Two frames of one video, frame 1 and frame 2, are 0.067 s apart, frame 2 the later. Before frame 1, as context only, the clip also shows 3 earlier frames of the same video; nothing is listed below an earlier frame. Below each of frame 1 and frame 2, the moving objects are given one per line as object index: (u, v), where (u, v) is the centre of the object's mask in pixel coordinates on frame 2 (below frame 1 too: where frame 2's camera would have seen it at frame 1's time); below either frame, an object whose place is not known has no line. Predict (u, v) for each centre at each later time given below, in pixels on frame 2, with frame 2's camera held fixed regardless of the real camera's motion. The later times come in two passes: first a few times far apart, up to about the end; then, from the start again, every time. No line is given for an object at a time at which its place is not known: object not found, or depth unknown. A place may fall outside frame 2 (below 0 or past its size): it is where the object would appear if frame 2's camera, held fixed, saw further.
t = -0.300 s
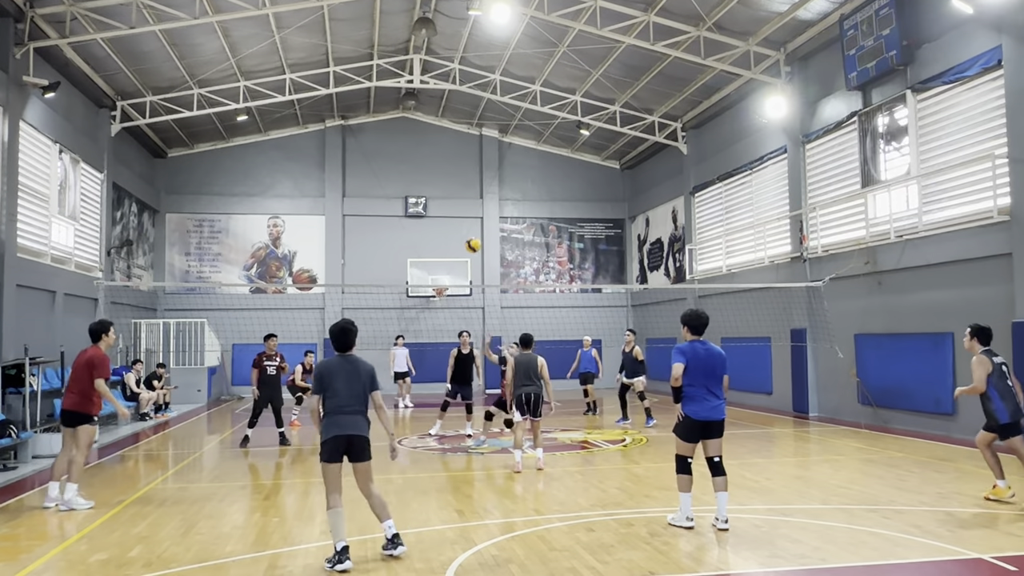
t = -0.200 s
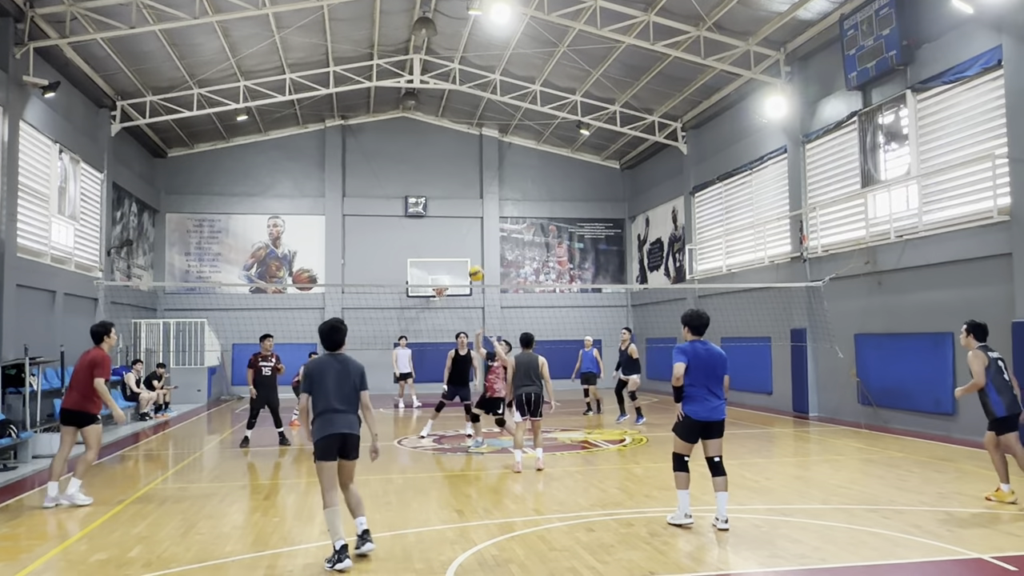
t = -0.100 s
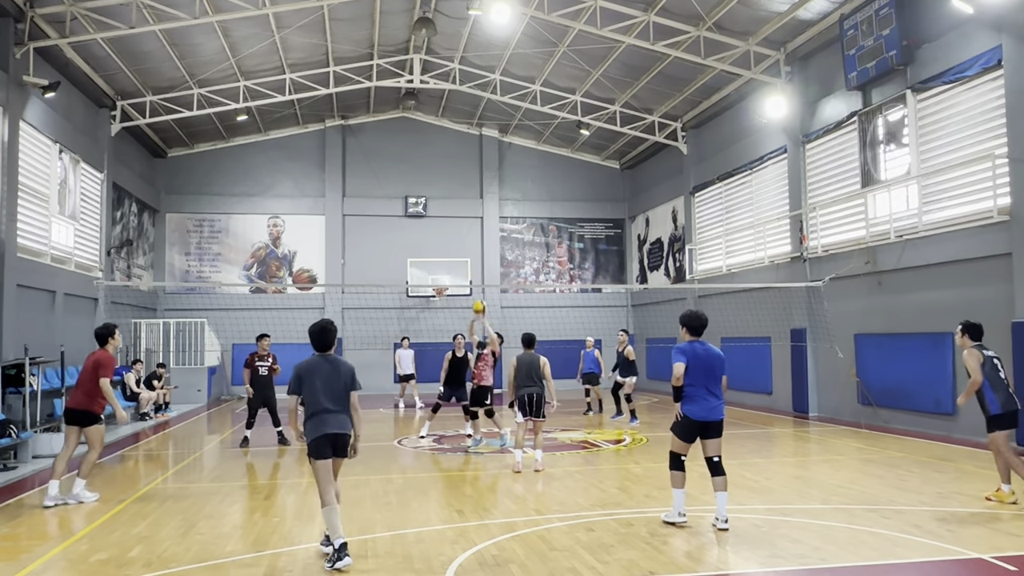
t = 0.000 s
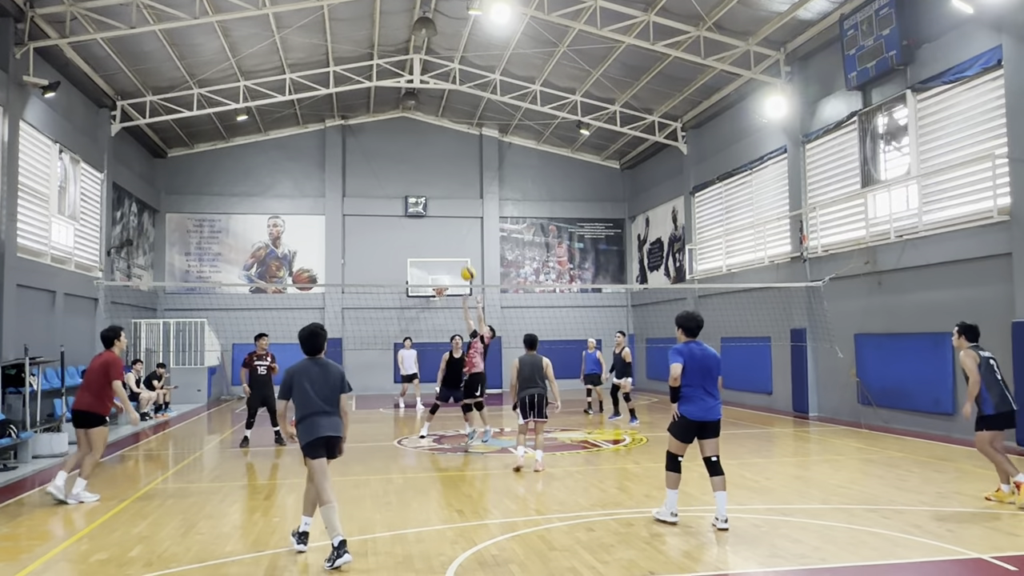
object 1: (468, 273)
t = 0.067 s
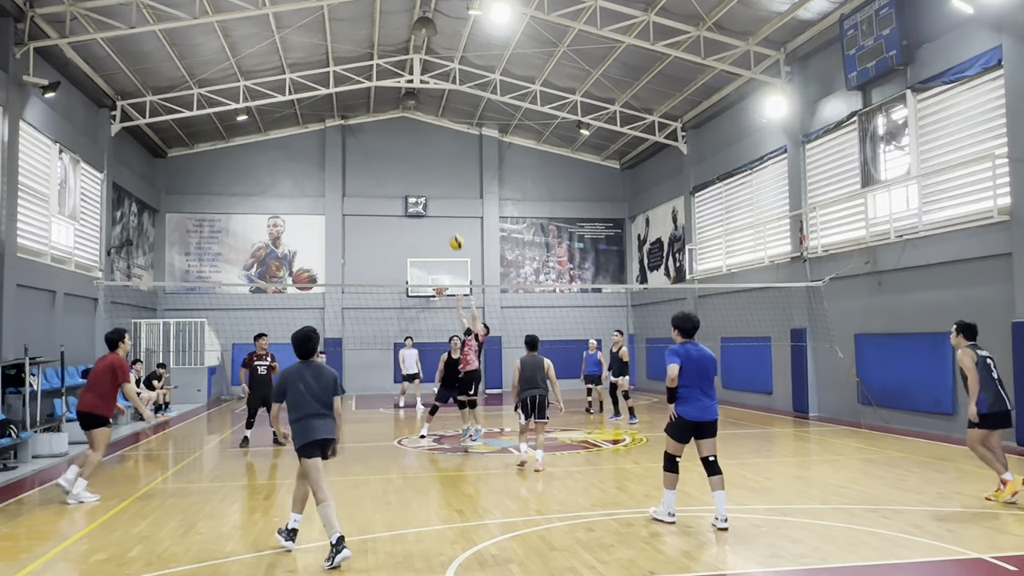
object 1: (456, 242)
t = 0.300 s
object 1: (418, 160)
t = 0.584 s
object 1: (372, 113)
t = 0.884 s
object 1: (324, 123)
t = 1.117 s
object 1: (287, 174)
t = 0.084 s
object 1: (453, 235)
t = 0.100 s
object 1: (450, 228)
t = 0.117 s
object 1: (448, 221)
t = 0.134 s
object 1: (446, 214)
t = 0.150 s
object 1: (443, 208)
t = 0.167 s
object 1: (440, 202)
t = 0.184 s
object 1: (437, 196)
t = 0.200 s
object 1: (434, 190)
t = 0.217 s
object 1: (431, 185)
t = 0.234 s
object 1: (429, 179)
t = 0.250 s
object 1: (426, 174)
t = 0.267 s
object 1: (423, 169)
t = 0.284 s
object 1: (421, 165)
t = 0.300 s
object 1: (418, 160)
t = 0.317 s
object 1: (415, 156)
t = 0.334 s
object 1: (412, 152)
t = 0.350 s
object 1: (410, 148)
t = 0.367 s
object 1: (407, 144)
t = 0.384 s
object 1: (404, 140)
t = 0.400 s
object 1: (402, 137)
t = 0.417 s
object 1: (399, 134)
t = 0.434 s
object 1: (396, 131)
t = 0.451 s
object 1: (394, 128)
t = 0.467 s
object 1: (391, 126)
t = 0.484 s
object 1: (388, 123)
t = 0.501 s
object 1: (386, 121)
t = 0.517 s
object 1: (383, 119)
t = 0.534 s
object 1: (380, 117)
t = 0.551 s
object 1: (377, 116)
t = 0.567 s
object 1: (375, 114)
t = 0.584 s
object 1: (372, 113)
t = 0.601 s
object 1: (370, 112)
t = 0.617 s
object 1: (367, 111)
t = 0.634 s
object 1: (364, 110)
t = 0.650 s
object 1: (362, 110)
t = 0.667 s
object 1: (359, 109)
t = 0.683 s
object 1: (356, 109)
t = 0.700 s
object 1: (354, 110)
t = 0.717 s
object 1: (351, 110)
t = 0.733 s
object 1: (348, 111)
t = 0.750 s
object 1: (346, 111)
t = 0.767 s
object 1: (343, 112)
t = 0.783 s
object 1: (340, 113)
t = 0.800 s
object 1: (338, 114)
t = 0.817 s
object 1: (335, 116)
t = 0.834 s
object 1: (332, 118)
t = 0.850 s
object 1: (329, 119)
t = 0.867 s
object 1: (326, 121)
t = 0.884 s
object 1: (324, 123)
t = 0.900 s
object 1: (321, 126)
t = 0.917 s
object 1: (319, 128)
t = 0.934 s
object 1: (316, 131)
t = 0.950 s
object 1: (314, 134)
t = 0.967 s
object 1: (311, 137)
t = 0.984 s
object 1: (308, 141)
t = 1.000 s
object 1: (306, 144)
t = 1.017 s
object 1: (303, 148)
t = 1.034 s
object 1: (300, 152)
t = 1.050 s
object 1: (297, 156)
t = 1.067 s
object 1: (295, 160)
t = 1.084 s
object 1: (292, 165)
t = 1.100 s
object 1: (290, 169)
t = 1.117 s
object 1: (287, 174)
